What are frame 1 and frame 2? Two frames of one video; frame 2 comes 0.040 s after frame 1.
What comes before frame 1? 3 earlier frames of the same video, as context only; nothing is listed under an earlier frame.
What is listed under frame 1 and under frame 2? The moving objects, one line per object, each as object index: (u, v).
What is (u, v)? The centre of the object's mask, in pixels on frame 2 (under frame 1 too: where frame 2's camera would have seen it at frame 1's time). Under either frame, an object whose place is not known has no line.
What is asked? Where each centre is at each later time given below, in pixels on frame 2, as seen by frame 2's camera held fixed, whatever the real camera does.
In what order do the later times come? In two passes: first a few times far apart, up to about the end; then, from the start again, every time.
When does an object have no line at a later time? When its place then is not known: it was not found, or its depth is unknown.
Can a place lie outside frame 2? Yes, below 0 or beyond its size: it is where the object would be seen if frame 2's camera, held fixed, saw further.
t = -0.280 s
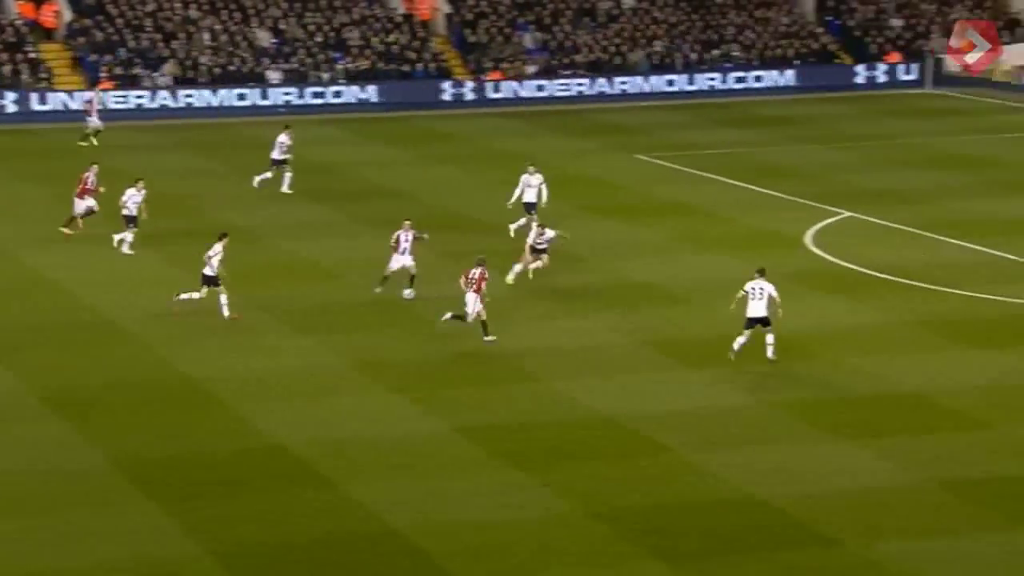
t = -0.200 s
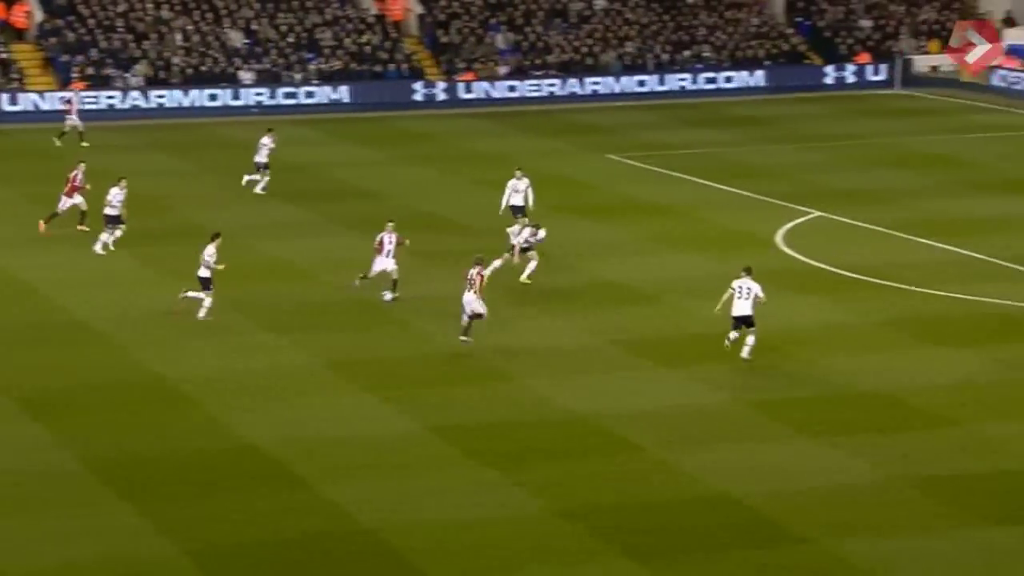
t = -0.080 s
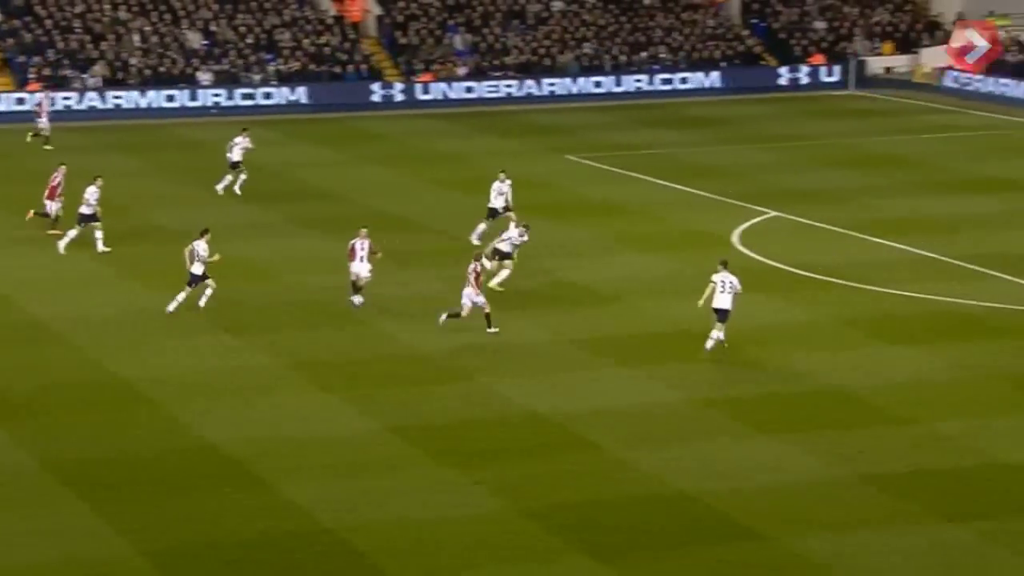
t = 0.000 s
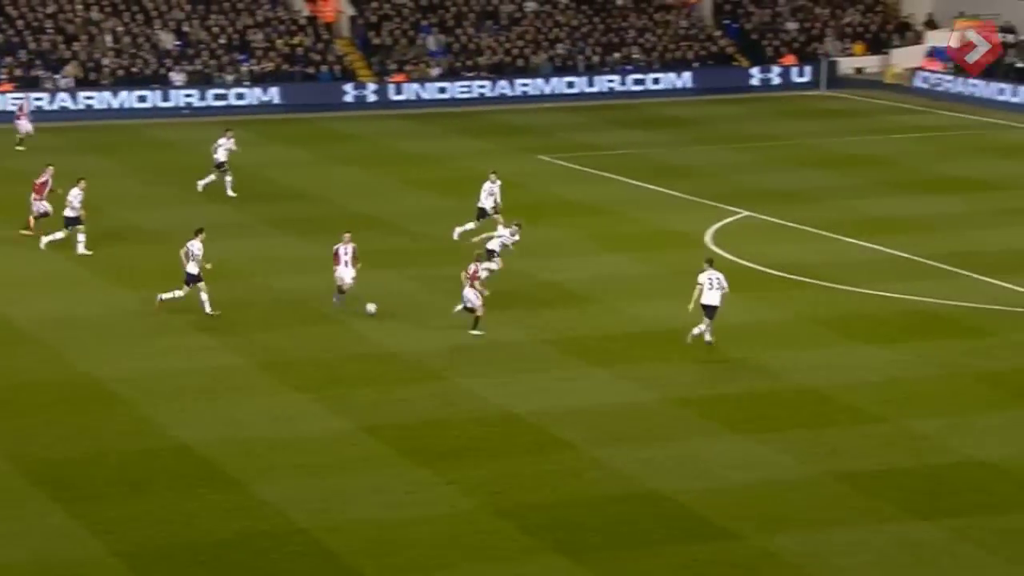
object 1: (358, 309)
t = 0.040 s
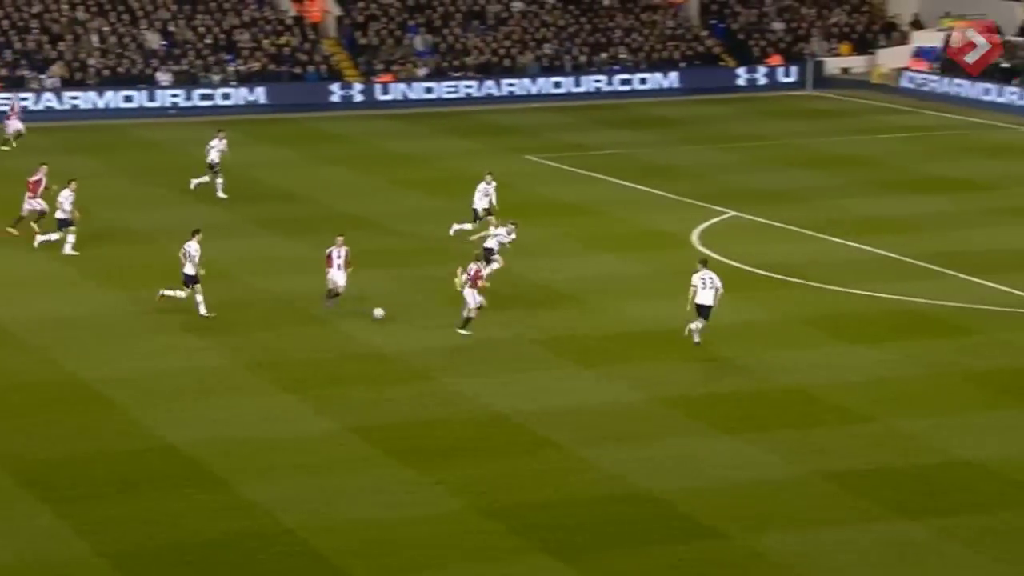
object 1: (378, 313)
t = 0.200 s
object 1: (463, 342)
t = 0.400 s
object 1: (571, 362)
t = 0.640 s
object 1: (706, 394)
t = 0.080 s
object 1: (399, 319)
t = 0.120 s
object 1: (420, 325)
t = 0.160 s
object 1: (441, 333)
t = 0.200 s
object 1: (463, 342)
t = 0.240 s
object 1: (485, 346)
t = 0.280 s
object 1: (506, 349)
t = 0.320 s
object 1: (527, 351)
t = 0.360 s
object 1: (548, 355)
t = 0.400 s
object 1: (571, 362)
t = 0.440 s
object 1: (593, 368)
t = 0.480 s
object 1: (616, 377)
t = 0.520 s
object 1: (639, 386)
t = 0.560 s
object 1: (662, 389)
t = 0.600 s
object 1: (683, 391)
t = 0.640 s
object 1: (706, 394)
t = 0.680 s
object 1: (729, 398)
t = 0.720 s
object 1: (751, 403)
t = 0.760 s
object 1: (774, 410)
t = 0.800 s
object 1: (797, 418)
